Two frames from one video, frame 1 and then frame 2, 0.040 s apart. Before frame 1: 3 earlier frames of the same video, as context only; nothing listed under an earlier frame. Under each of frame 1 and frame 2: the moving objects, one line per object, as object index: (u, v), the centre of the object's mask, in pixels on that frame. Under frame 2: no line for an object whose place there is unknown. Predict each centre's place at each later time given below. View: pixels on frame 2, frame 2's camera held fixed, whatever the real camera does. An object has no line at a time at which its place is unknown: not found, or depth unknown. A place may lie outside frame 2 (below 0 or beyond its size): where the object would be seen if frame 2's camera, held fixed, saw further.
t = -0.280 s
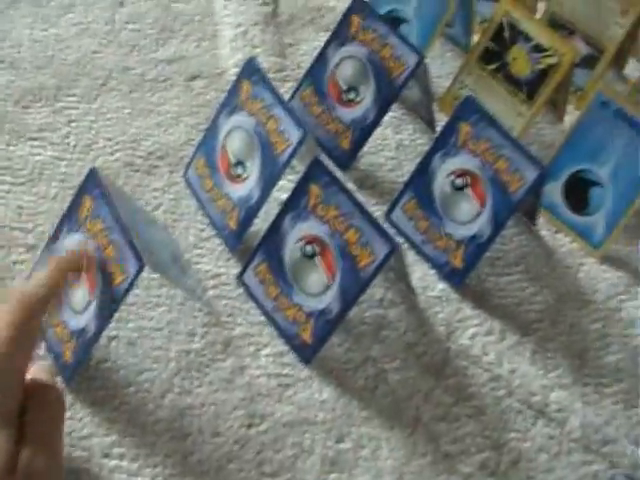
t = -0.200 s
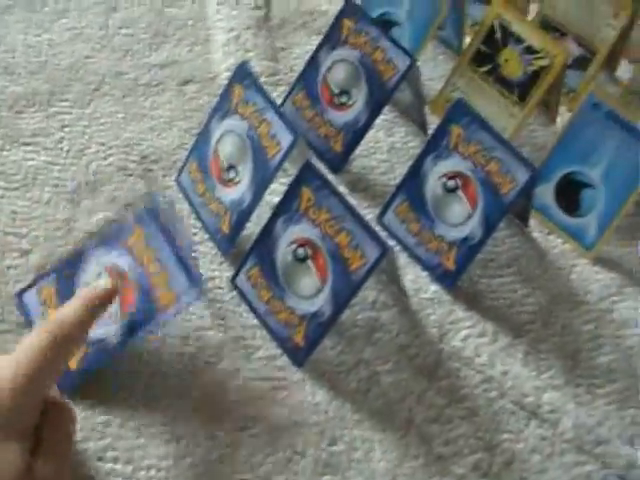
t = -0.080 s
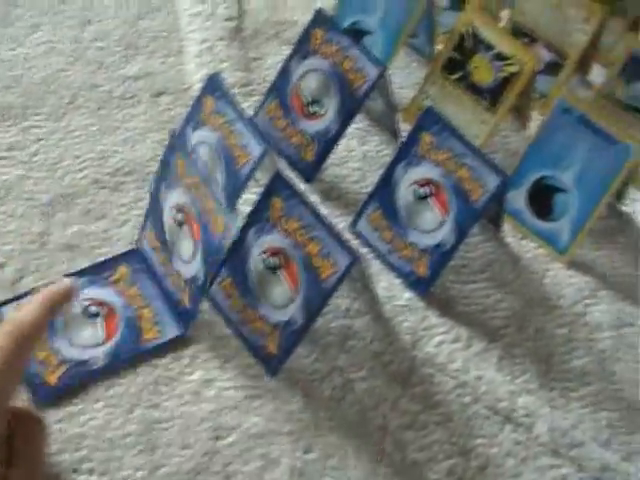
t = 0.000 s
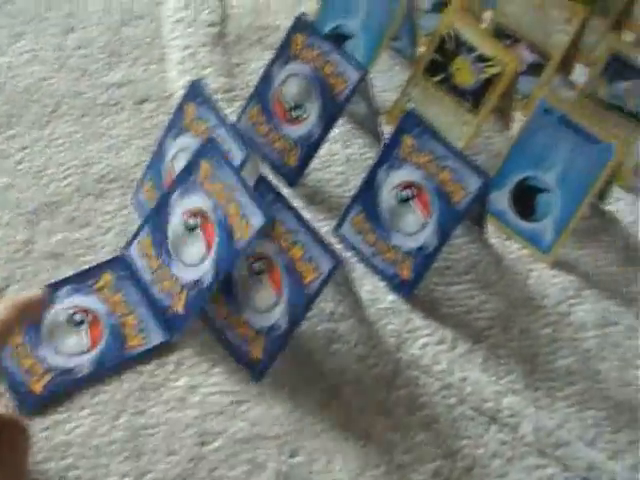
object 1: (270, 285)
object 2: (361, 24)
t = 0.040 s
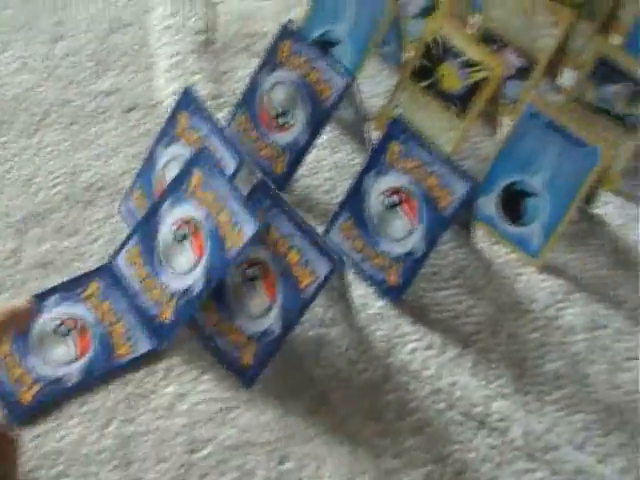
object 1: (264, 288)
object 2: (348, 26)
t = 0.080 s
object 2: (346, 24)
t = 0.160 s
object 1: (282, 299)
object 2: (347, 16)
